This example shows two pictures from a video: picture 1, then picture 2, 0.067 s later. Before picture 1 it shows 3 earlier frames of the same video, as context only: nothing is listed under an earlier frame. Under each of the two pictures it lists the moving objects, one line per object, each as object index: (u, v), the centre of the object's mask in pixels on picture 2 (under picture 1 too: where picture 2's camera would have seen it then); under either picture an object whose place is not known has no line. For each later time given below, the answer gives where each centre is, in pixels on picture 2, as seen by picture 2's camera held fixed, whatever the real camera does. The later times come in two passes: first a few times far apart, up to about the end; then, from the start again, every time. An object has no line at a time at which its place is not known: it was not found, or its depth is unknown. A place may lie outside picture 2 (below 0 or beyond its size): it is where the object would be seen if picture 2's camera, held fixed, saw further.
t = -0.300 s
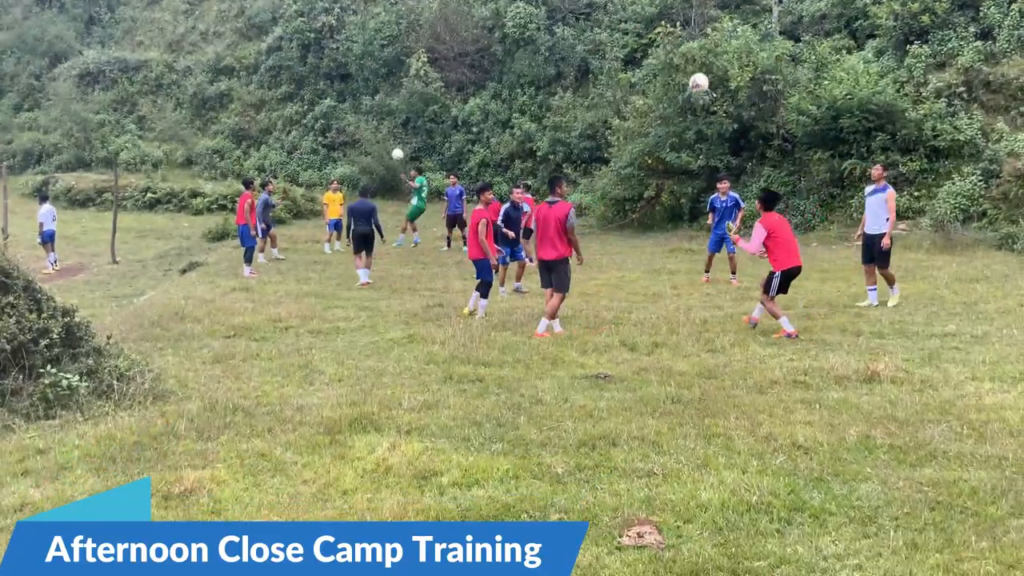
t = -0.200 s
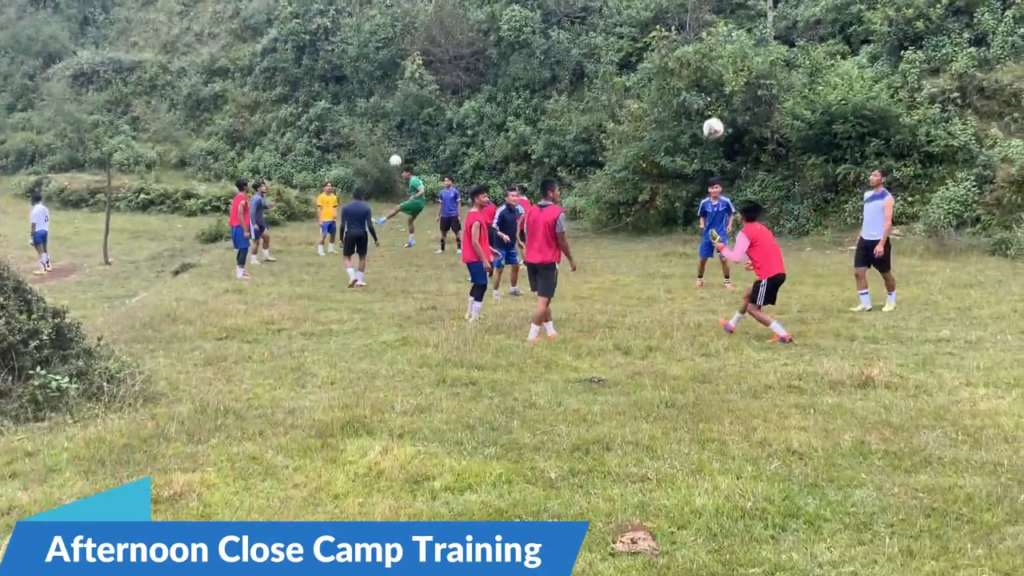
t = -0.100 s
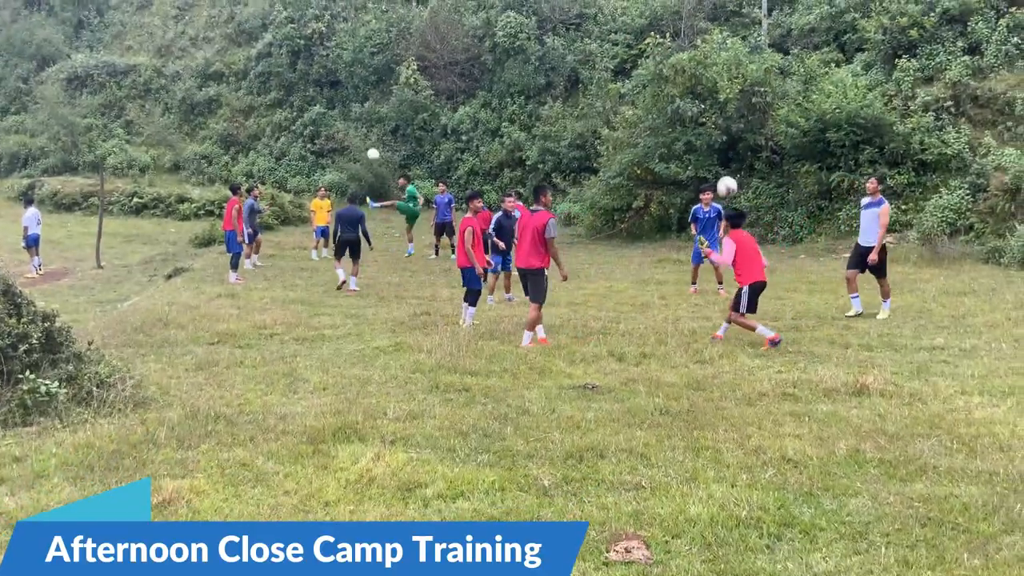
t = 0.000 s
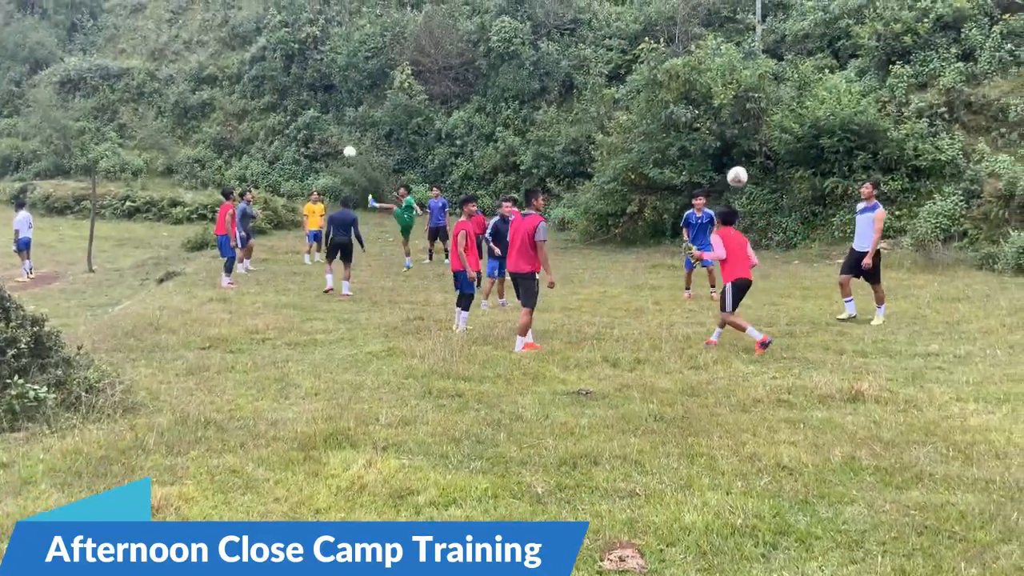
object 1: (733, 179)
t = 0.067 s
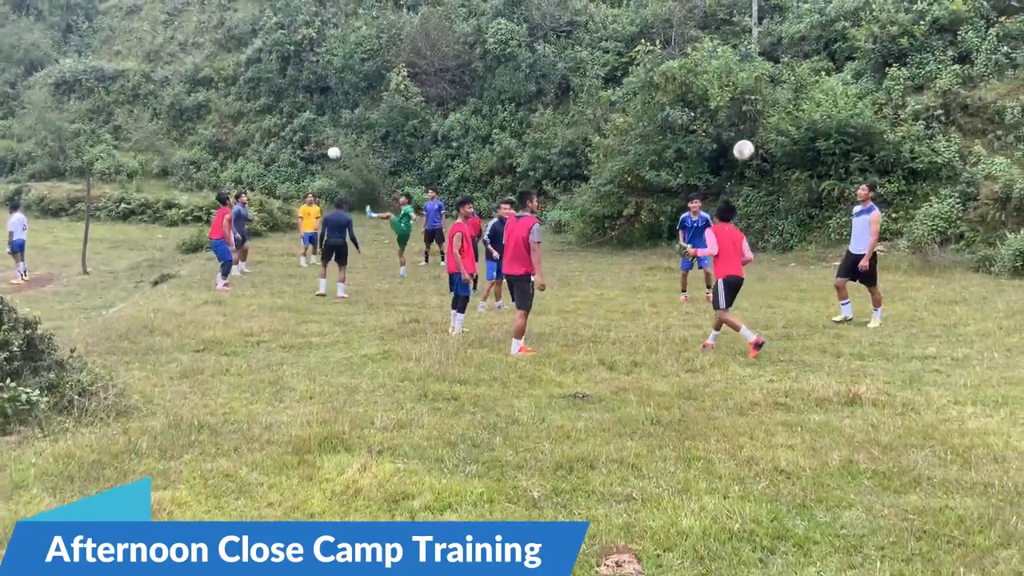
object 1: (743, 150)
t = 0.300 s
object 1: (774, 87)
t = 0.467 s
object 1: (793, 76)
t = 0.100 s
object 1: (748, 137)
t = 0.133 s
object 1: (752, 125)
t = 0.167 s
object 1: (757, 116)
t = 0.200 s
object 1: (761, 106)
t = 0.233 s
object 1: (766, 99)
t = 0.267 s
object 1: (770, 93)
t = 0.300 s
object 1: (774, 87)
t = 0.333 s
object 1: (777, 83)
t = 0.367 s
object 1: (782, 81)
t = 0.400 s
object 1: (785, 78)
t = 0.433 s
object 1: (789, 77)
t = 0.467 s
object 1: (793, 76)
